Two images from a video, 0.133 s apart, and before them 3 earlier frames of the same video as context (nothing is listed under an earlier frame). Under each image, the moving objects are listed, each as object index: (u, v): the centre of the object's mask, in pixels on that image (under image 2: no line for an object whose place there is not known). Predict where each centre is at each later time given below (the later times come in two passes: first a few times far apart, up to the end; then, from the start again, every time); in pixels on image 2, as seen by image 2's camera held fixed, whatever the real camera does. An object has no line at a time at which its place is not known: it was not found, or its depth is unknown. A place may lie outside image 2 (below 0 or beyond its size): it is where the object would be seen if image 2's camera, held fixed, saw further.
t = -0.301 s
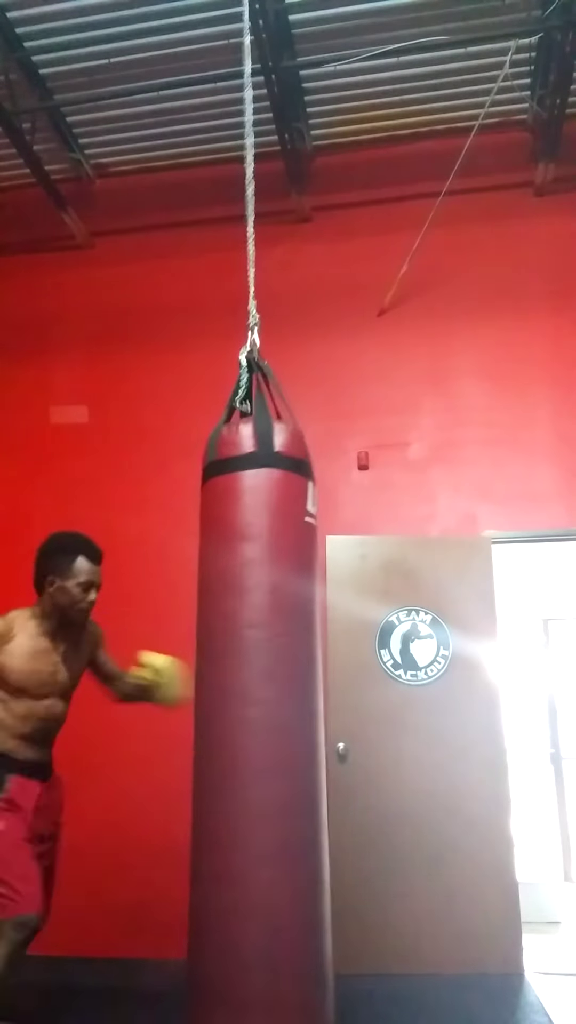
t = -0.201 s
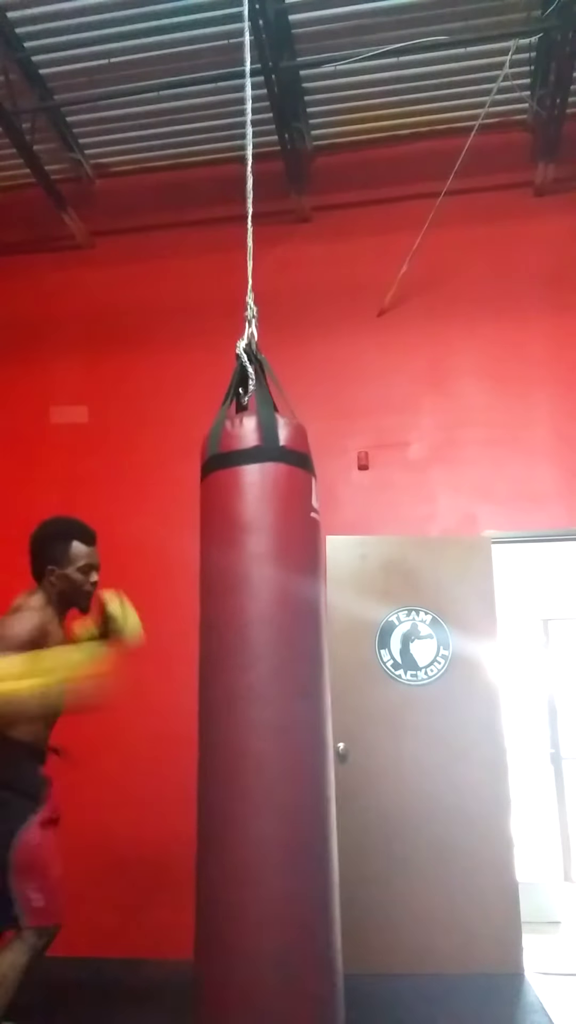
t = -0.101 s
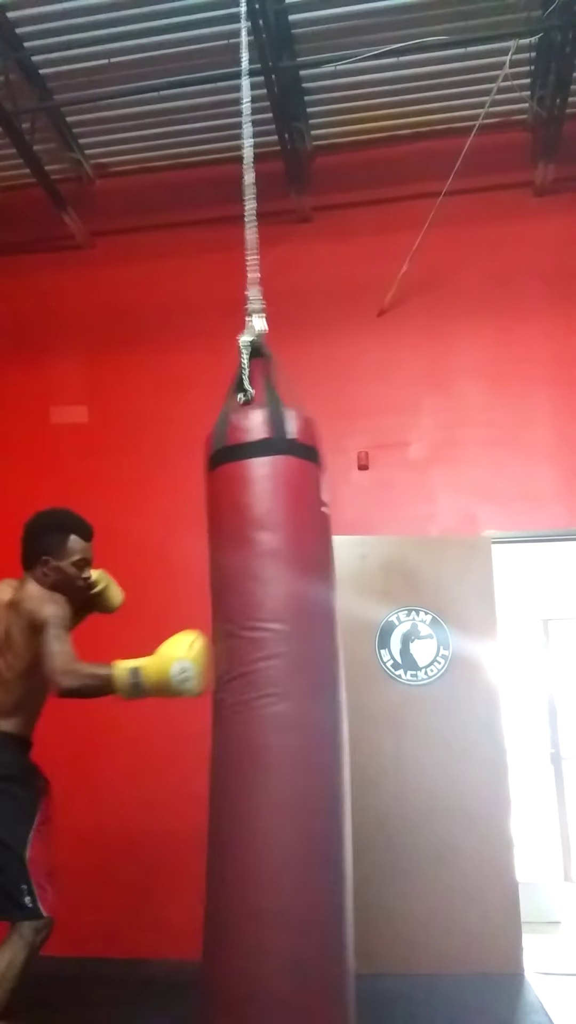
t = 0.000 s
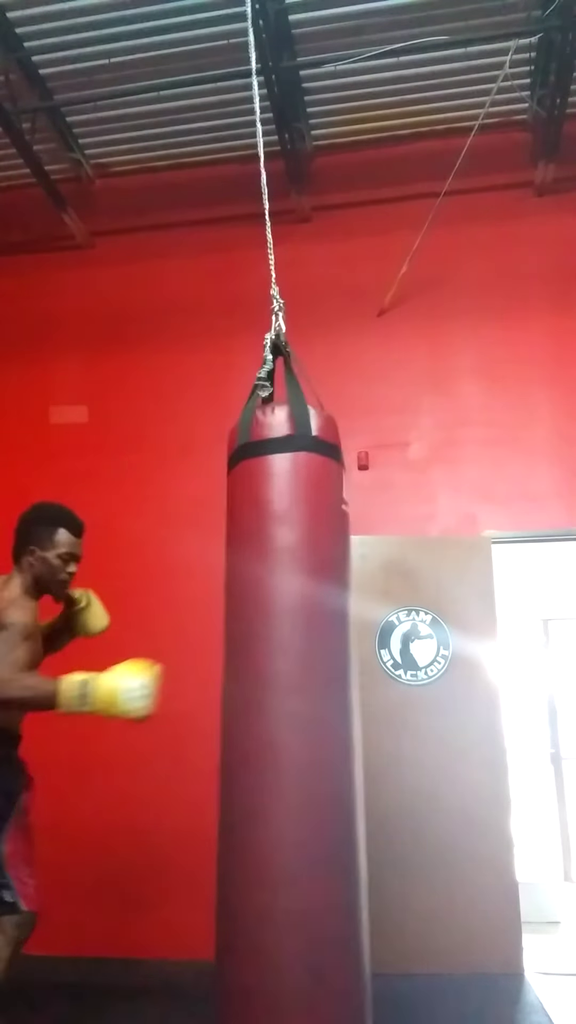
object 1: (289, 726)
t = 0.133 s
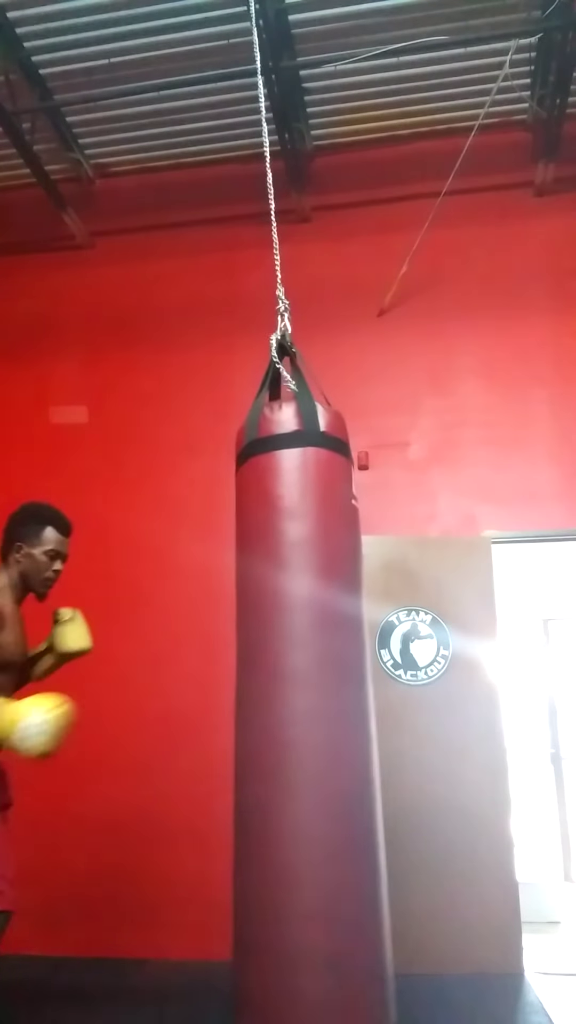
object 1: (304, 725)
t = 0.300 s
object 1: (313, 723)
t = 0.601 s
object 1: (314, 717)
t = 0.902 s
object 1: (292, 723)
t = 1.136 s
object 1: (253, 727)
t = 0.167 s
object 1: (306, 725)
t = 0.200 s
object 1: (308, 725)
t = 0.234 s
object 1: (311, 725)
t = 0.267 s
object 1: (312, 725)
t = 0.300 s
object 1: (313, 723)
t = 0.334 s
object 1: (314, 723)
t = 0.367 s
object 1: (315, 722)
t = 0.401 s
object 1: (315, 721)
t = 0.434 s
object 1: (316, 719)
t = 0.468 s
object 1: (316, 718)
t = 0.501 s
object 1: (315, 716)
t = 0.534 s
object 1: (315, 716)
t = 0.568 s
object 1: (315, 716)
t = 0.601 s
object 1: (314, 717)
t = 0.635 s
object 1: (313, 717)
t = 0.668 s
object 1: (312, 716)
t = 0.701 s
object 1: (310, 716)
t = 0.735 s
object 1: (308, 717)
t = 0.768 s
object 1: (305, 719)
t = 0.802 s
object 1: (302, 720)
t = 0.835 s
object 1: (298, 721)
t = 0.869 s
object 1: (294, 722)
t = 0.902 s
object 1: (292, 723)
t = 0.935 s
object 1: (287, 725)
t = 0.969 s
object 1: (283, 726)
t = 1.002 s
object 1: (276, 727)
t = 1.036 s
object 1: (272, 727)
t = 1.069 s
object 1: (265, 727)
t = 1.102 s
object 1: (260, 727)
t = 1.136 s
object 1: (253, 727)
